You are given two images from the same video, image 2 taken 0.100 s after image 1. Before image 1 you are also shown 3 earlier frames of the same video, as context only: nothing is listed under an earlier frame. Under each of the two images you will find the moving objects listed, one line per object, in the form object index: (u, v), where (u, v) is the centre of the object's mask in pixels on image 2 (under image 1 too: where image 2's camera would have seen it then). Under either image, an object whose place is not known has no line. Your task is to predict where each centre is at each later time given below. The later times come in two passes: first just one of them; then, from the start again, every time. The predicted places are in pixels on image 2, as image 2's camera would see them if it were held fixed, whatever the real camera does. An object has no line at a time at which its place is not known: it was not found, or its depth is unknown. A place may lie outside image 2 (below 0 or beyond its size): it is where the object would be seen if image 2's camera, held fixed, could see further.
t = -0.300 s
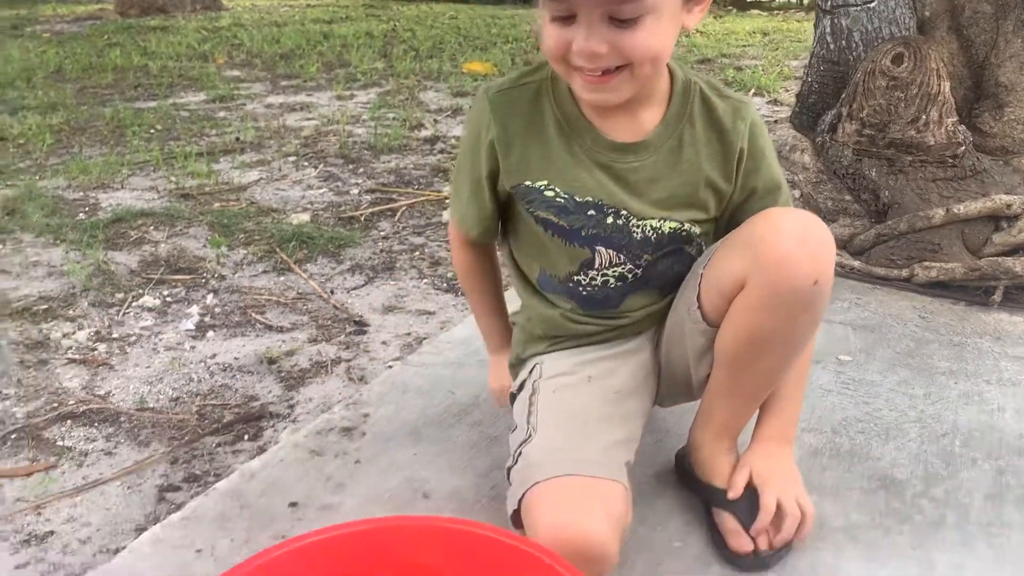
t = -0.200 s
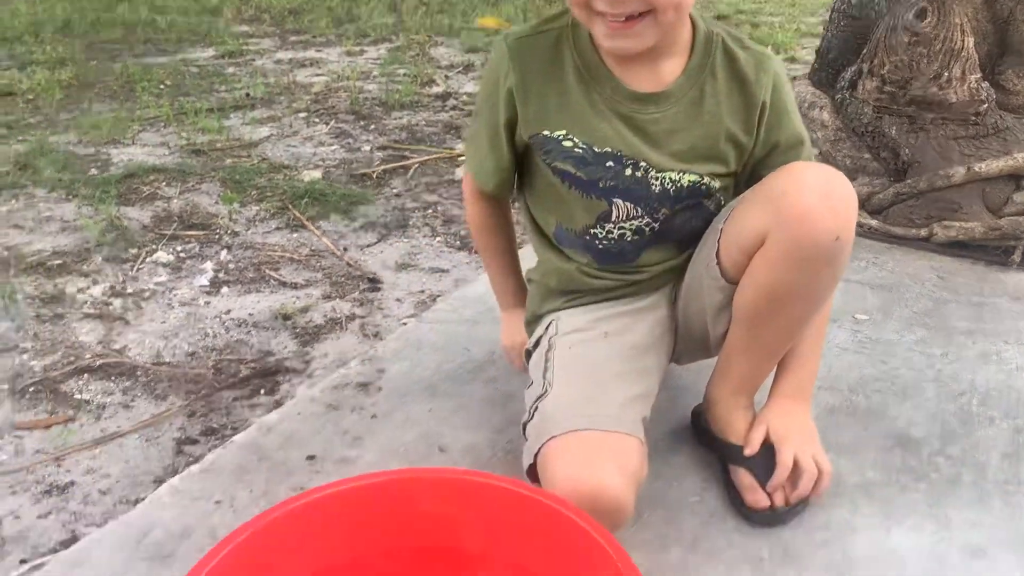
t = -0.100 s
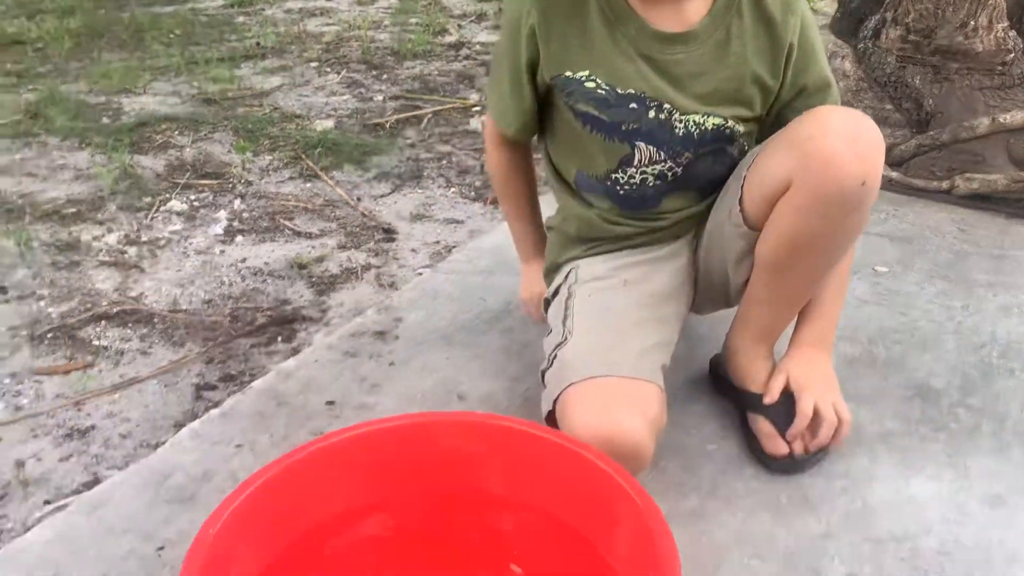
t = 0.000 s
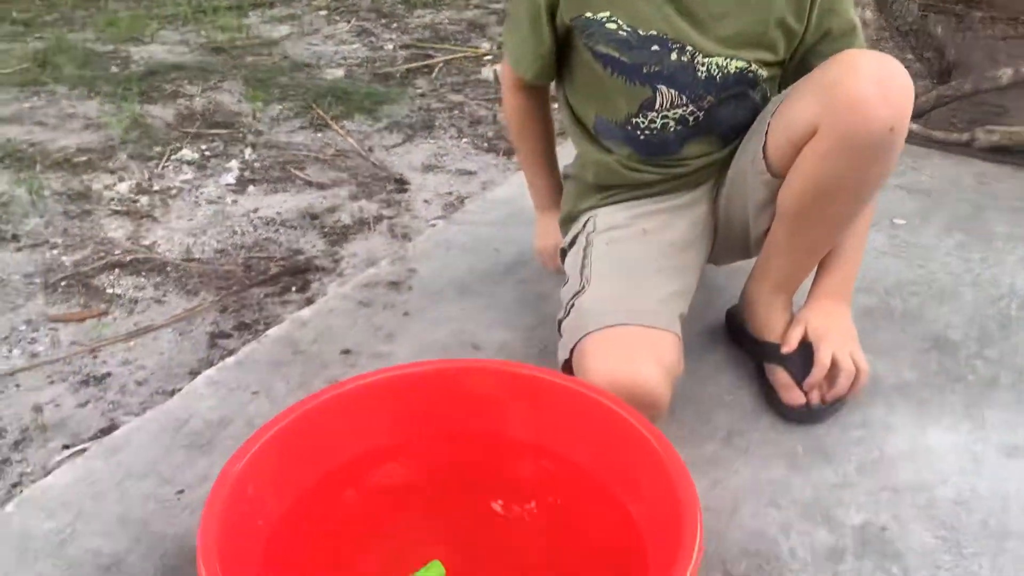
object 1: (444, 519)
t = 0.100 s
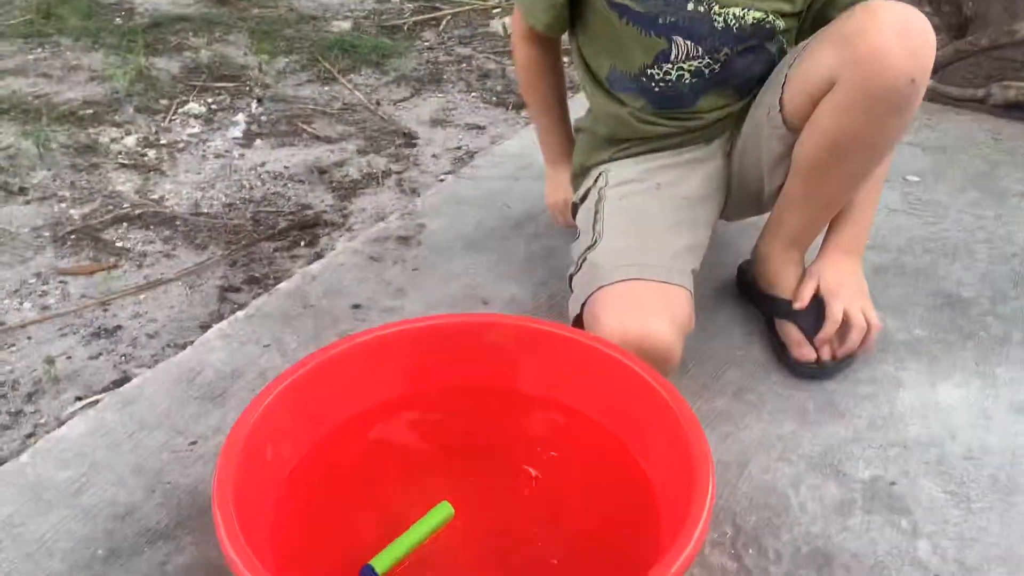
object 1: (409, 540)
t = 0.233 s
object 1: (404, 536)
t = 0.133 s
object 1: (407, 541)
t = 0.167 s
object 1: (406, 539)
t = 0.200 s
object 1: (405, 538)
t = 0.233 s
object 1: (404, 536)
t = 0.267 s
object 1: (404, 535)
